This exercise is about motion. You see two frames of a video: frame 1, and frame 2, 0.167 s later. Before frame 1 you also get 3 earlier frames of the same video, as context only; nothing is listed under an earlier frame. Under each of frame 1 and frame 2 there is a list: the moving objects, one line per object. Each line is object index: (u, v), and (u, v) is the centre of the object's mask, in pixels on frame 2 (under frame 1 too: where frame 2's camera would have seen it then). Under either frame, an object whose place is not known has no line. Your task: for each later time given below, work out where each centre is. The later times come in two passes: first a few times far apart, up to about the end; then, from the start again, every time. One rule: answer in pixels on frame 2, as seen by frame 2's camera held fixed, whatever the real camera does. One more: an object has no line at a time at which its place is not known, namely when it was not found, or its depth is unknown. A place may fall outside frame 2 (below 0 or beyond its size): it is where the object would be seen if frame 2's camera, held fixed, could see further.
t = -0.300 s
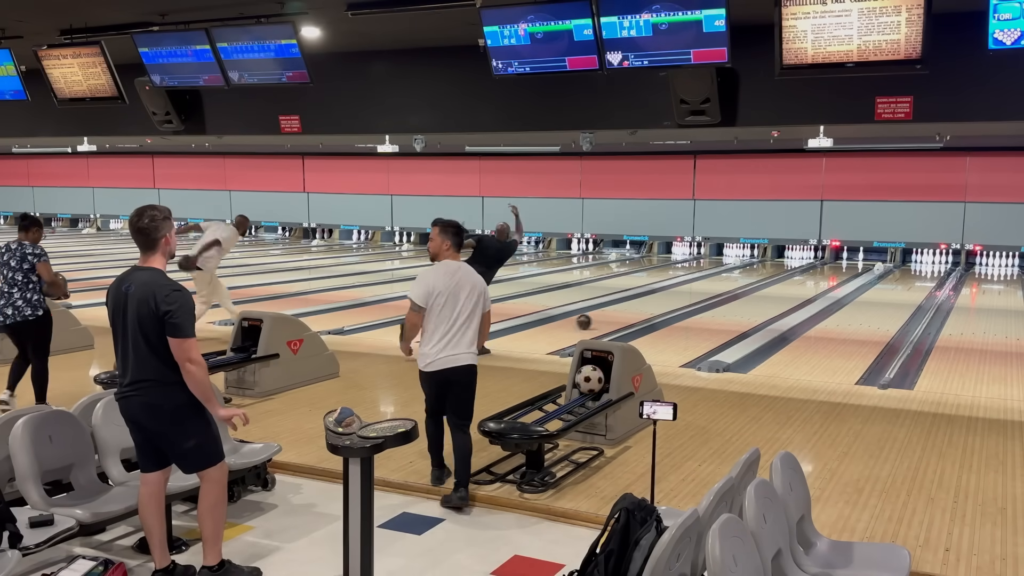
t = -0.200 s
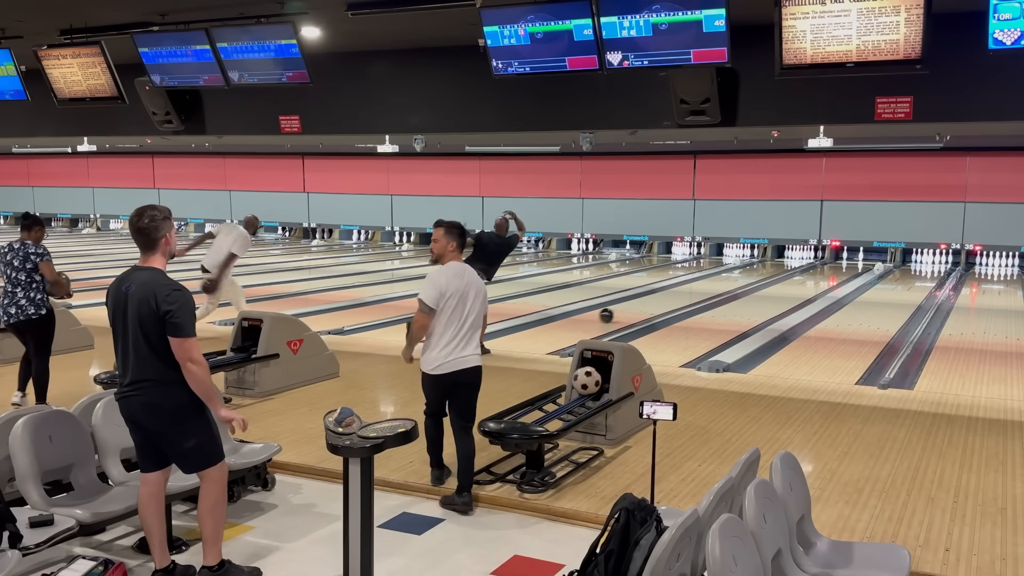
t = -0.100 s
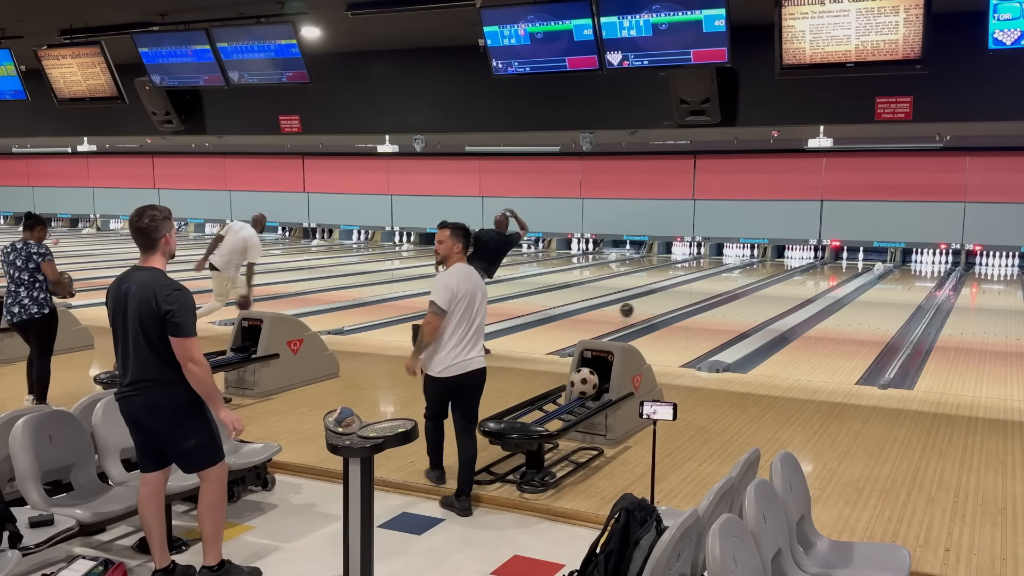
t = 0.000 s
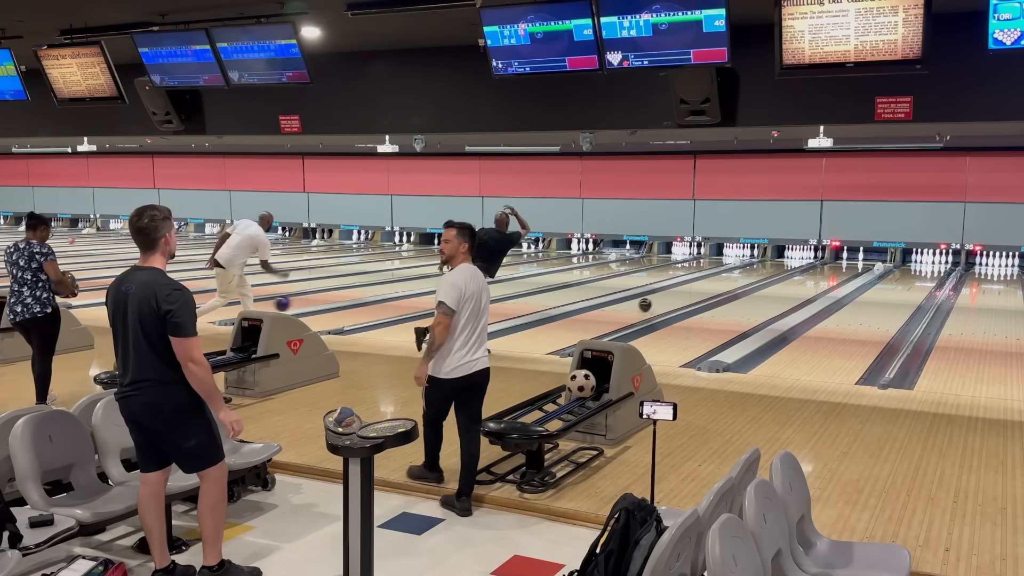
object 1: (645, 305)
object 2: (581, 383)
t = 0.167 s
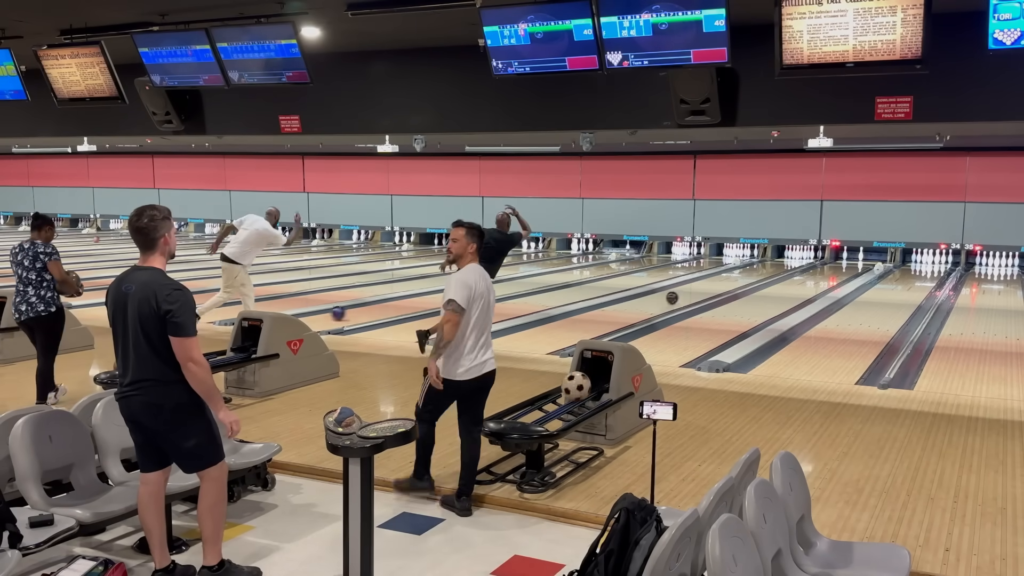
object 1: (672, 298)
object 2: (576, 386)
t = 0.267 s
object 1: (686, 294)
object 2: (573, 388)
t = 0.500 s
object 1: (715, 286)
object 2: (565, 391)
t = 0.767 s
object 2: (556, 396)
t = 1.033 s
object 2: (546, 402)
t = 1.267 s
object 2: (536, 407)
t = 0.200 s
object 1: (677, 297)
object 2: (575, 387)
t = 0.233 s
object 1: (682, 295)
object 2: (574, 387)
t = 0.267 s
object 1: (686, 294)
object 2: (573, 388)
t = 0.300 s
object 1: (691, 293)
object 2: (572, 388)
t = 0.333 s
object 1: (695, 291)
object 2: (571, 389)
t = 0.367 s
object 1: (699, 290)
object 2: (570, 389)
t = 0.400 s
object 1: (703, 289)
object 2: (569, 390)
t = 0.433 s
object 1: (707, 288)
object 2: (568, 390)
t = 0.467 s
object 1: (711, 287)
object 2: (566, 391)
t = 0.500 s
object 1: (715, 286)
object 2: (565, 391)
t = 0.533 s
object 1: (719, 284)
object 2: (564, 392)
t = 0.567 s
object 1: (722, 283)
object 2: (563, 393)
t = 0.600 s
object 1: (725, 282)
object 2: (562, 393)
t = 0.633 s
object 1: (728, 281)
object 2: (561, 394)
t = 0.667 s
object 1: (732, 280)
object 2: (559, 395)
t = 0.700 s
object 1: (735, 279)
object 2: (558, 395)
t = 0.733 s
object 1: (738, 278)
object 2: (557, 396)
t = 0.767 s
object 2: (556, 396)
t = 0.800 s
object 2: (554, 397)
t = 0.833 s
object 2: (553, 398)
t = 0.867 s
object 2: (552, 399)
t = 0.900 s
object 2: (550, 399)
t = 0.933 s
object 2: (550, 399)
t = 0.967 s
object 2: (548, 401)
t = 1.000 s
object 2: (547, 401)
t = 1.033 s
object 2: (546, 402)
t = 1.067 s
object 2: (544, 402)
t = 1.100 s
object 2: (543, 403)
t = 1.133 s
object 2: (542, 404)
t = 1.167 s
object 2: (540, 405)
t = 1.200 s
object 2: (539, 406)
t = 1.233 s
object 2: (537, 406)
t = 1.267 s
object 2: (536, 407)
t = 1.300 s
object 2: (535, 407)
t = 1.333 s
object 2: (533, 408)
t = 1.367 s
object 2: (532, 408)
